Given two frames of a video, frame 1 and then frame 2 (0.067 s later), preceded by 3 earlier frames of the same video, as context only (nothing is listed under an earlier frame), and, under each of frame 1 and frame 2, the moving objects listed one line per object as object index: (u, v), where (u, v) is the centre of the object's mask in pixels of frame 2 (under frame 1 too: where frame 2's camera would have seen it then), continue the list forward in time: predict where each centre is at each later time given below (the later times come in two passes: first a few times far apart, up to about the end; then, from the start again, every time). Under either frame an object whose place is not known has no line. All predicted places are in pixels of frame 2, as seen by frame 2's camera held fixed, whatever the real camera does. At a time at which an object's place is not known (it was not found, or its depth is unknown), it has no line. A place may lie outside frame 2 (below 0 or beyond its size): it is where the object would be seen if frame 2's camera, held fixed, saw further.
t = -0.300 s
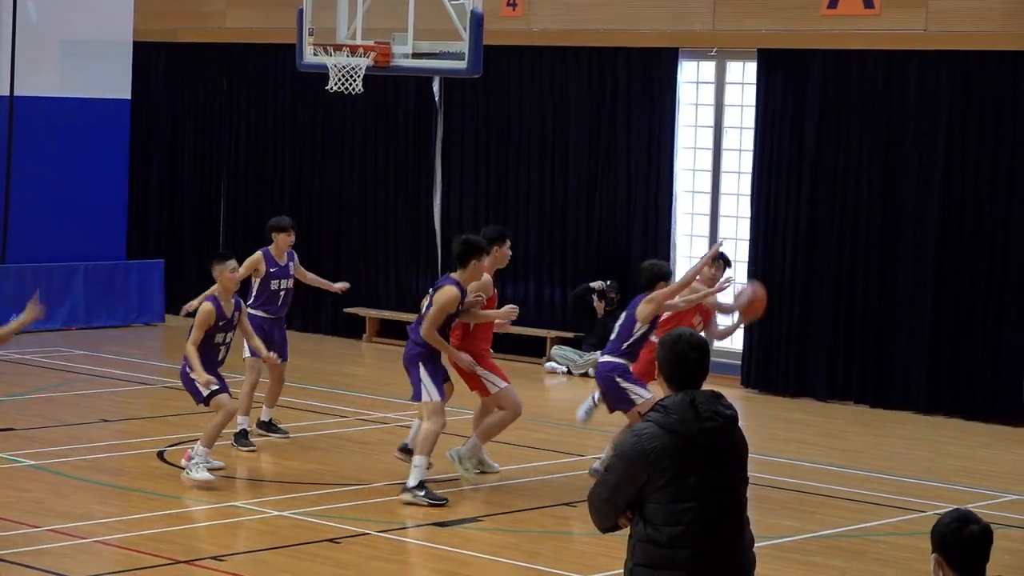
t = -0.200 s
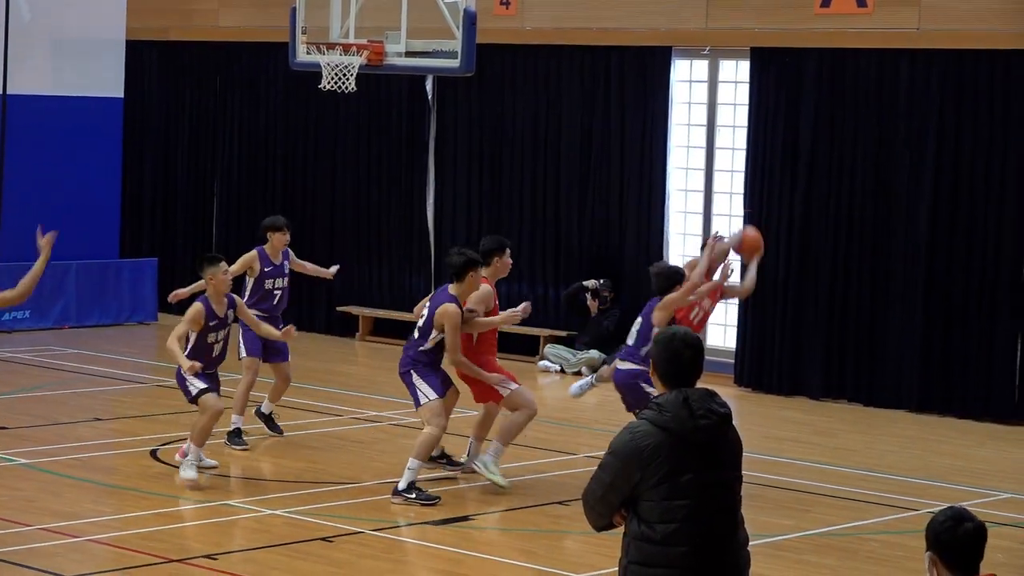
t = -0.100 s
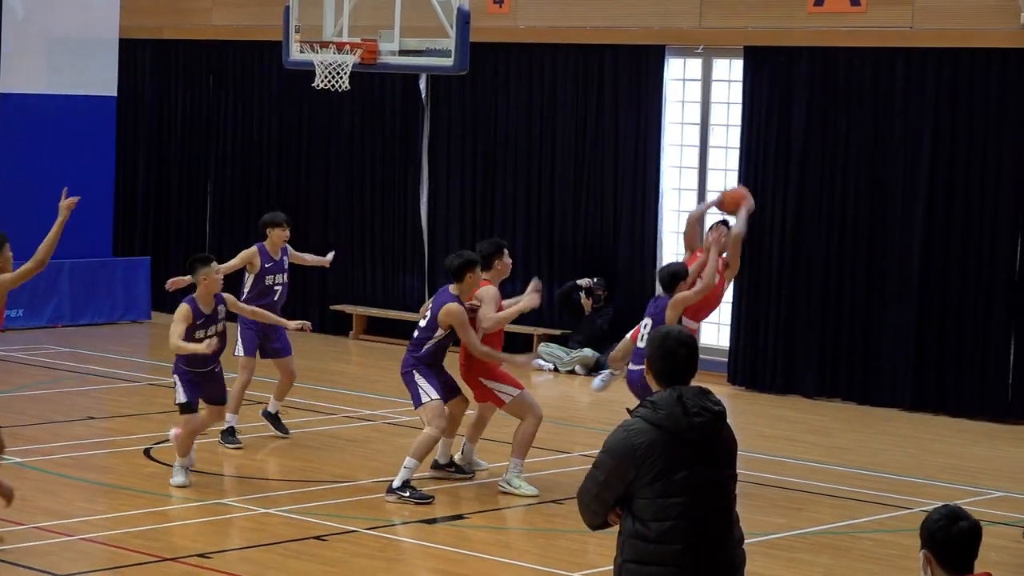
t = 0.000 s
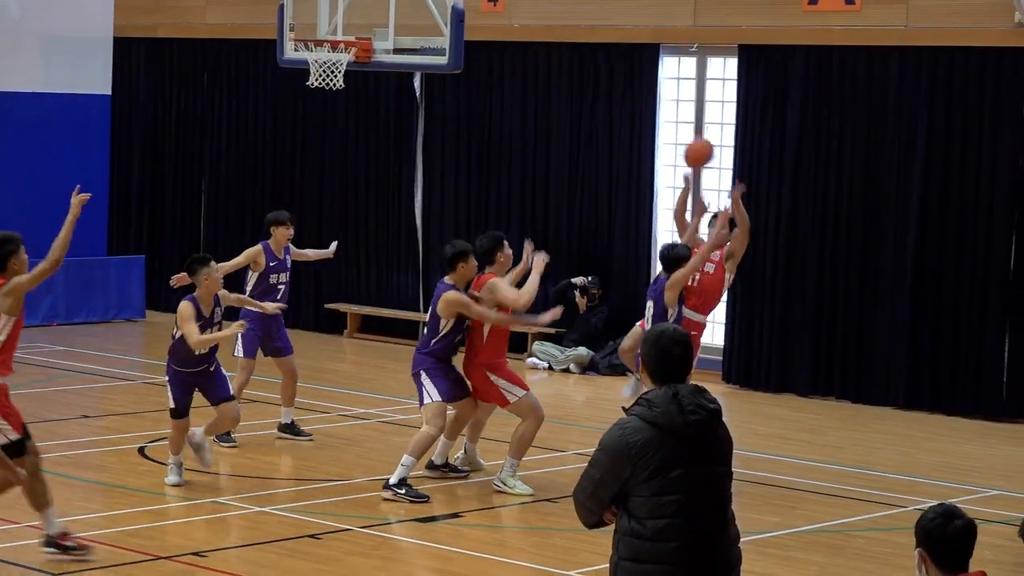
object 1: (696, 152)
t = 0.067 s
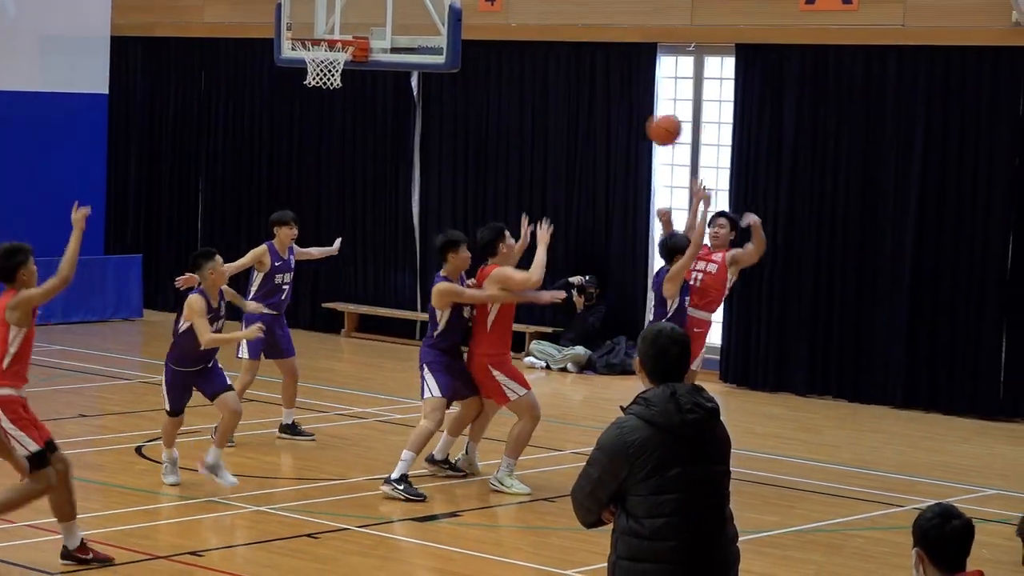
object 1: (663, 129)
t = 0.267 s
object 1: (564, 95)
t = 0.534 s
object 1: (386, 148)
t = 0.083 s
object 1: (655, 124)
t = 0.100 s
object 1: (648, 119)
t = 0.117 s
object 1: (640, 116)
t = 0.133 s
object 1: (633, 112)
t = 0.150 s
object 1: (625, 109)
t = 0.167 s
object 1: (617, 106)
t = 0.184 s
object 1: (608, 103)
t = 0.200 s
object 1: (600, 100)
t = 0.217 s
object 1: (591, 98)
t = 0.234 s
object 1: (582, 97)
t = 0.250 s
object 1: (573, 95)
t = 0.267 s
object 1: (564, 95)
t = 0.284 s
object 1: (554, 94)
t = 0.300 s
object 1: (544, 94)
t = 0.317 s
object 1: (534, 95)
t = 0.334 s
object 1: (524, 95)
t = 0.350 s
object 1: (514, 97)
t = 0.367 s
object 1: (503, 98)
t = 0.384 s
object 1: (492, 101)
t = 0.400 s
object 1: (482, 104)
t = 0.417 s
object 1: (470, 107)
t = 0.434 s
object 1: (459, 111)
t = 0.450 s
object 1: (448, 115)
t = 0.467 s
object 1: (436, 120)
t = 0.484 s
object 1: (424, 126)
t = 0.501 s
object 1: (411, 133)
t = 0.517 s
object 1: (399, 140)
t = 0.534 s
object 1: (386, 148)
